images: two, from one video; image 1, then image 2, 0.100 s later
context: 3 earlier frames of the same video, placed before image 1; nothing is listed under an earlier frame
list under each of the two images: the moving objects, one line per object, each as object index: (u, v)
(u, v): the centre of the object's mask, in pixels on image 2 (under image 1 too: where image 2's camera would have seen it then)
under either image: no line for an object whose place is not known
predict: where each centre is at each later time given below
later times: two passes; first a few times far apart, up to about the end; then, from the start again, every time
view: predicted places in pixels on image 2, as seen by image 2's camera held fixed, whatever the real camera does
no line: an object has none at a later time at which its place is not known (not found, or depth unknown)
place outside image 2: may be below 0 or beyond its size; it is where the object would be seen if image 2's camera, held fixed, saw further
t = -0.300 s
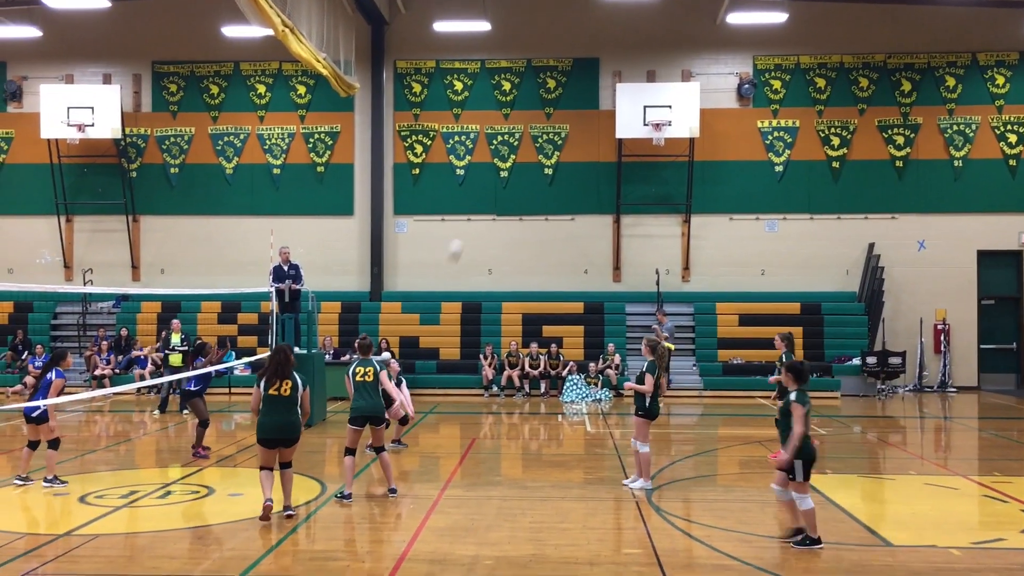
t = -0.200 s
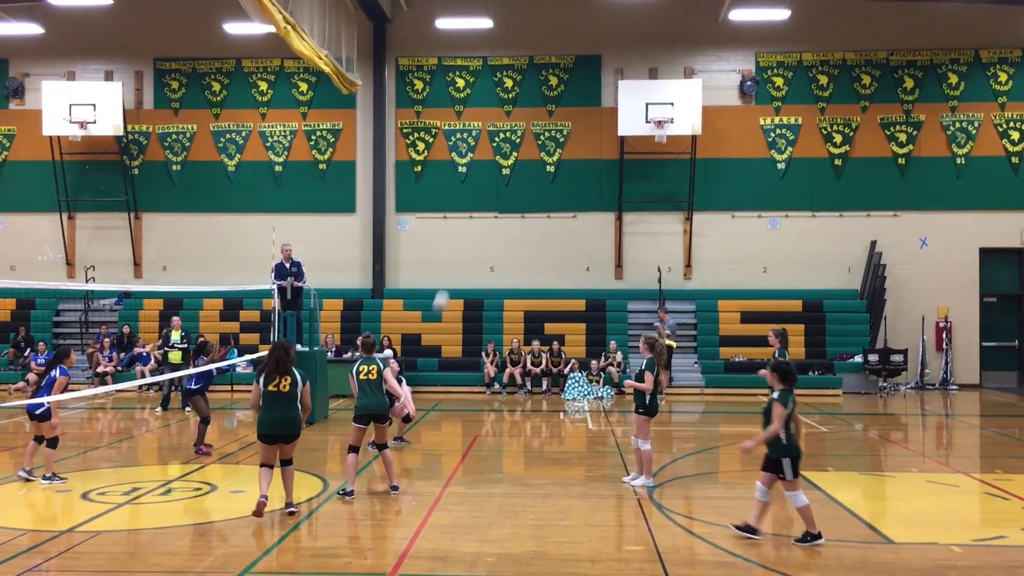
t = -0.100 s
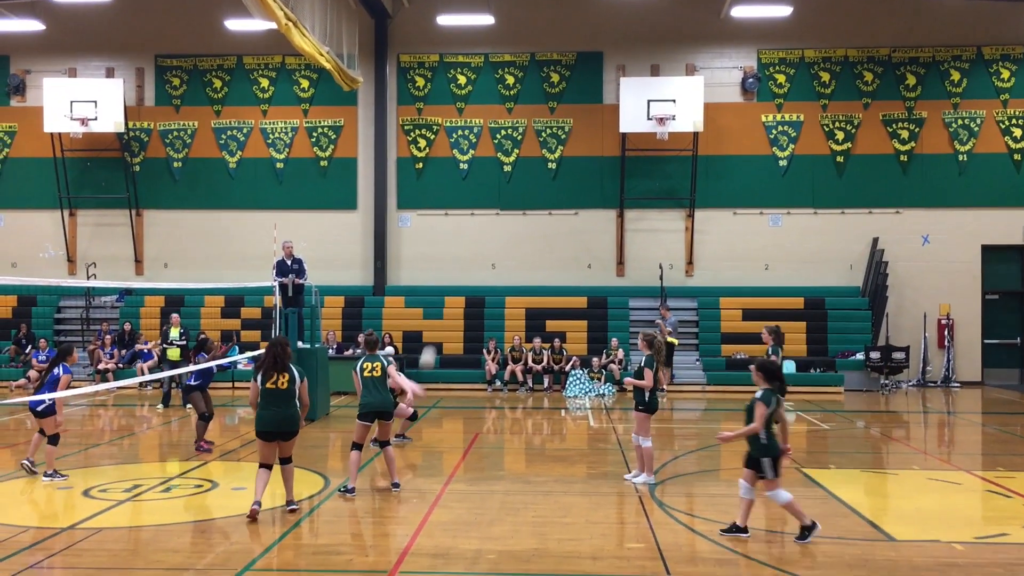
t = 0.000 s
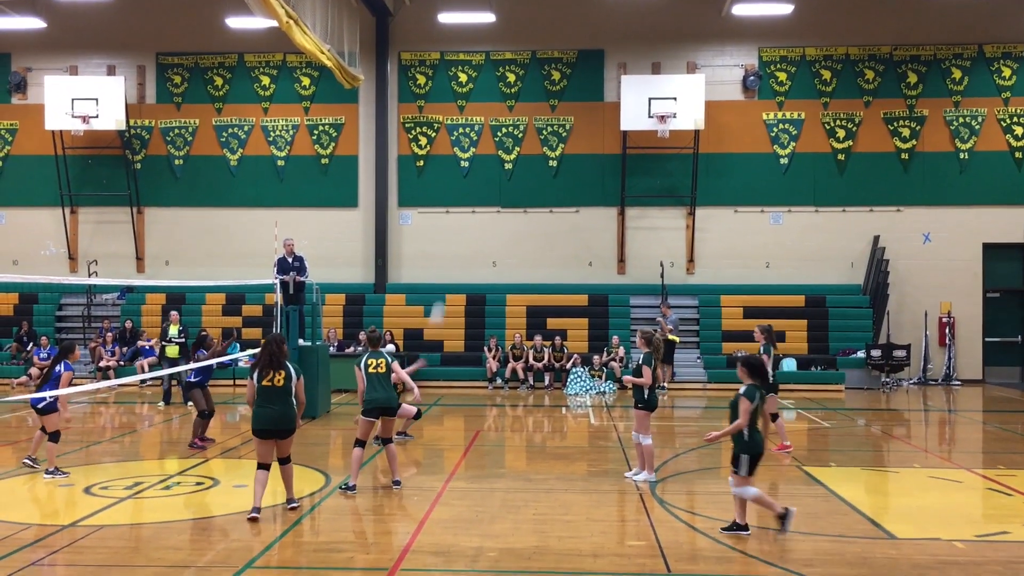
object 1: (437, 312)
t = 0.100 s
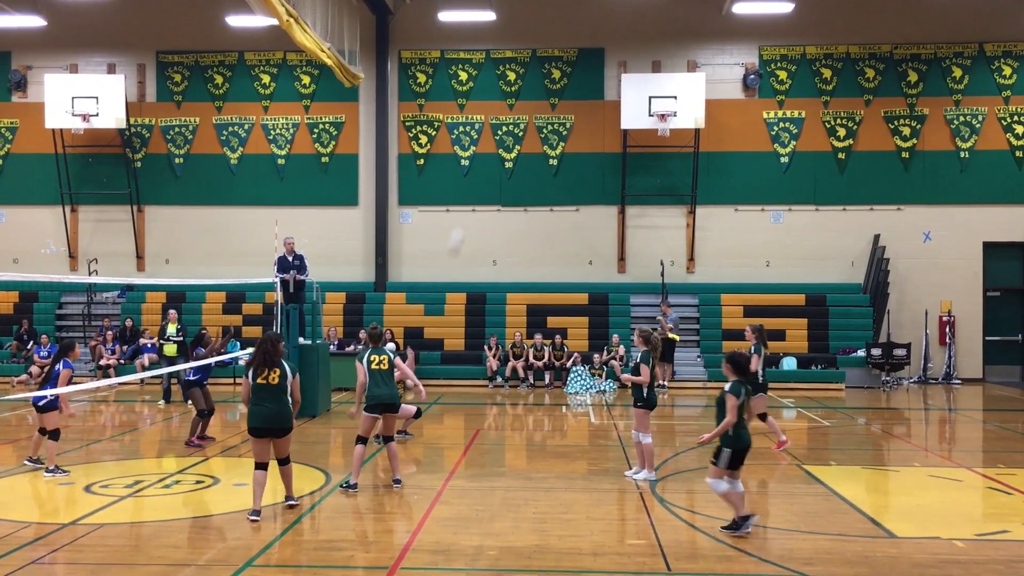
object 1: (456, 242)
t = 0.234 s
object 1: (479, 161)
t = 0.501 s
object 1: (520, 49)
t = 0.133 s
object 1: (461, 222)
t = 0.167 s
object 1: (468, 197)
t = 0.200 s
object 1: (473, 180)
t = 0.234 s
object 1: (479, 161)
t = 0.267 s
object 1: (485, 143)
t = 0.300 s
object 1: (491, 126)
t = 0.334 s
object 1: (496, 110)
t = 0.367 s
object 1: (501, 95)
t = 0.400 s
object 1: (505, 84)
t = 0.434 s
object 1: (511, 71)
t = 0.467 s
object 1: (515, 60)
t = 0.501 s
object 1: (520, 49)
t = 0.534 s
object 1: (525, 40)
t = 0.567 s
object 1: (529, 30)
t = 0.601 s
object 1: (534, 22)
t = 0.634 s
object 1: (538, 15)
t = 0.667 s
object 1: (542, 8)
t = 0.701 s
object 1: (547, 3)
